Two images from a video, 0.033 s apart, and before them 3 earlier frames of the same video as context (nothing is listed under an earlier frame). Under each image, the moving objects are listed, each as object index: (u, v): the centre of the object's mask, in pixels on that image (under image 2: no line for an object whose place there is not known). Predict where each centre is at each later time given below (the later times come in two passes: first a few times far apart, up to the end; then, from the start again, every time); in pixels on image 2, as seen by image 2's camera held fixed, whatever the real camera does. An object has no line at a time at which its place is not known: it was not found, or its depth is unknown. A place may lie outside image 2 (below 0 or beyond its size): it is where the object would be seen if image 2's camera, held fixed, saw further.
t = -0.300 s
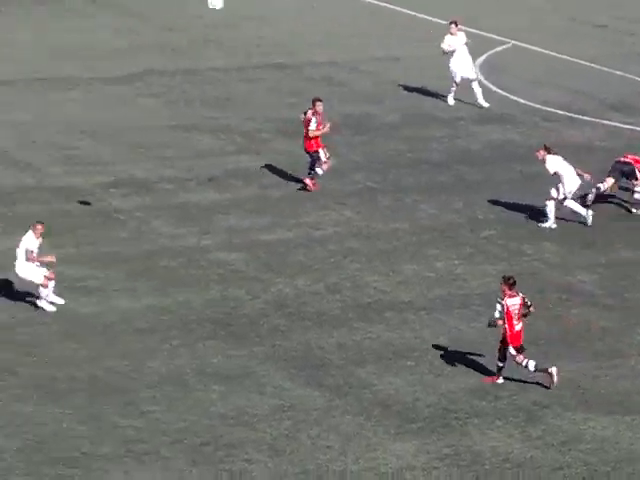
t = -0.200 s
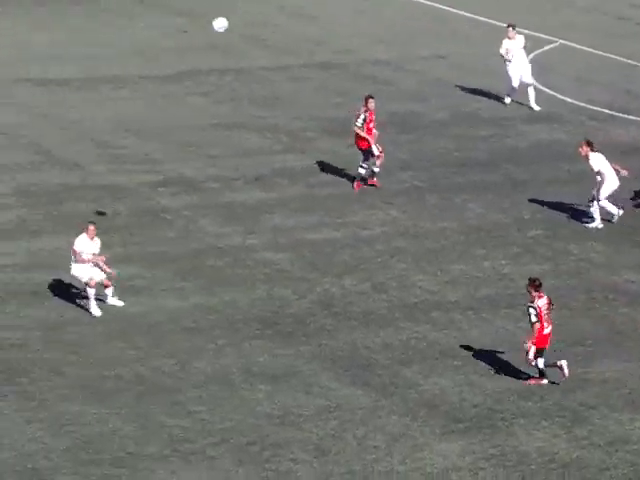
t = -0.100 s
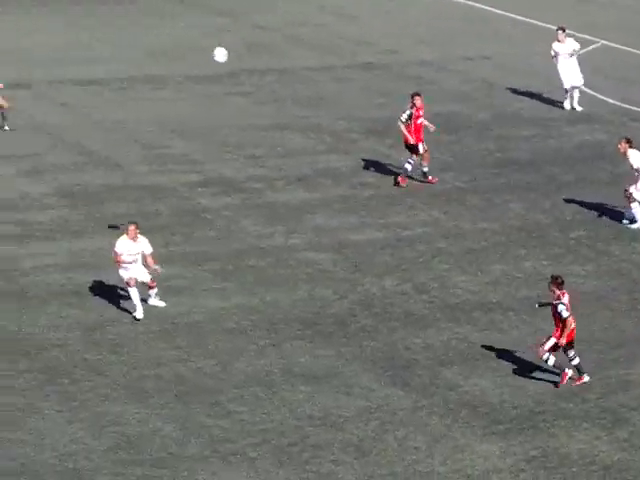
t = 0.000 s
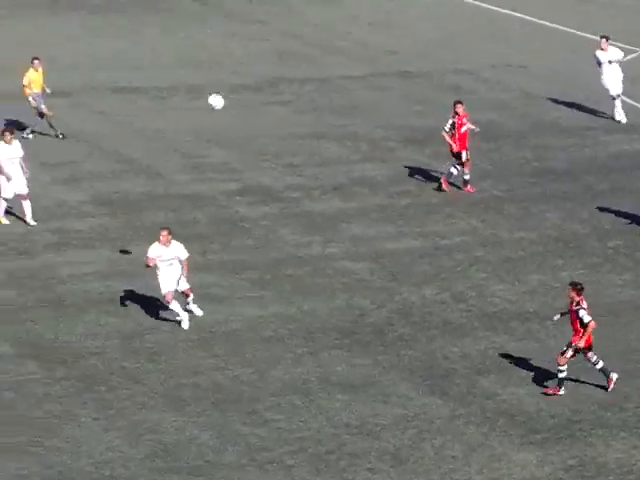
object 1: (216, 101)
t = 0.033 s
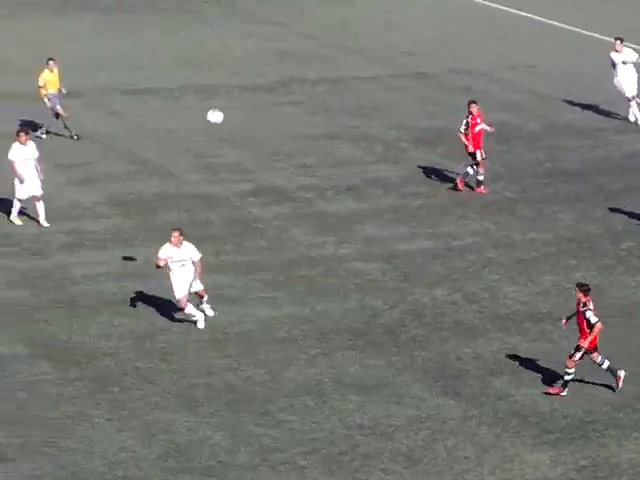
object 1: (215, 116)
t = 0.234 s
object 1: (132, 220)
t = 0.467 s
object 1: (44, 357)
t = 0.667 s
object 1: (0, 283)
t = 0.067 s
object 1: (201, 131)
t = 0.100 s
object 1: (187, 147)
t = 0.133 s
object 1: (173, 163)
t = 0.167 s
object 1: (159, 181)
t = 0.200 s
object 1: (146, 200)
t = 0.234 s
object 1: (132, 220)
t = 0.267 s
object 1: (118, 239)
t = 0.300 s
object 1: (104, 261)
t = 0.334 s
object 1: (92, 283)
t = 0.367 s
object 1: (80, 305)
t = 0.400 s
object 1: (66, 329)
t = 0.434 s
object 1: (53, 354)
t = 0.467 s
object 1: (44, 357)
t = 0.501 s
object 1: (36, 342)
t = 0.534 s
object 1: (29, 329)
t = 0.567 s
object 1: (21, 316)
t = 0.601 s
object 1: (15, 305)
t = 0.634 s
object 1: (7, 294)
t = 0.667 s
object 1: (0, 283)
